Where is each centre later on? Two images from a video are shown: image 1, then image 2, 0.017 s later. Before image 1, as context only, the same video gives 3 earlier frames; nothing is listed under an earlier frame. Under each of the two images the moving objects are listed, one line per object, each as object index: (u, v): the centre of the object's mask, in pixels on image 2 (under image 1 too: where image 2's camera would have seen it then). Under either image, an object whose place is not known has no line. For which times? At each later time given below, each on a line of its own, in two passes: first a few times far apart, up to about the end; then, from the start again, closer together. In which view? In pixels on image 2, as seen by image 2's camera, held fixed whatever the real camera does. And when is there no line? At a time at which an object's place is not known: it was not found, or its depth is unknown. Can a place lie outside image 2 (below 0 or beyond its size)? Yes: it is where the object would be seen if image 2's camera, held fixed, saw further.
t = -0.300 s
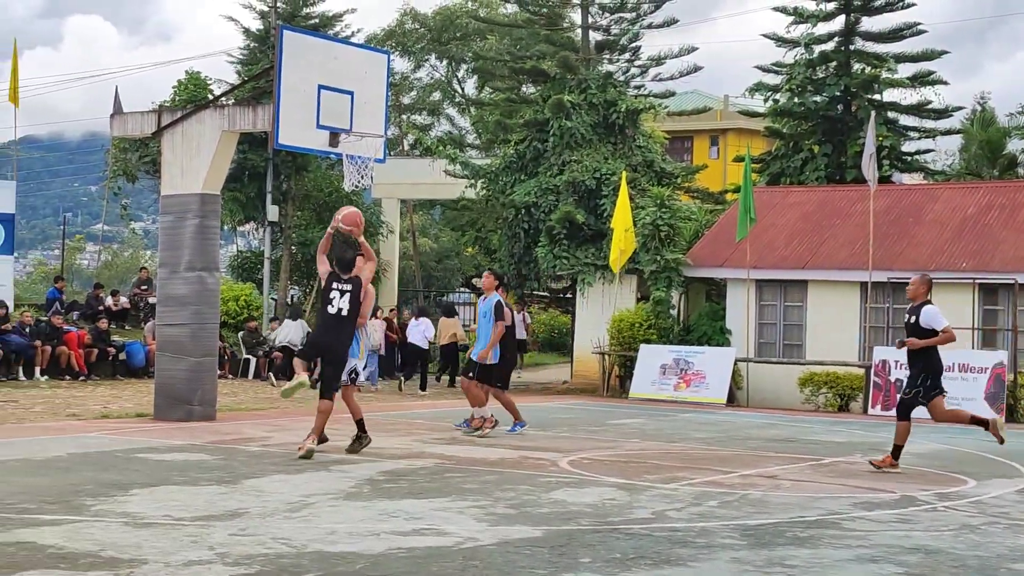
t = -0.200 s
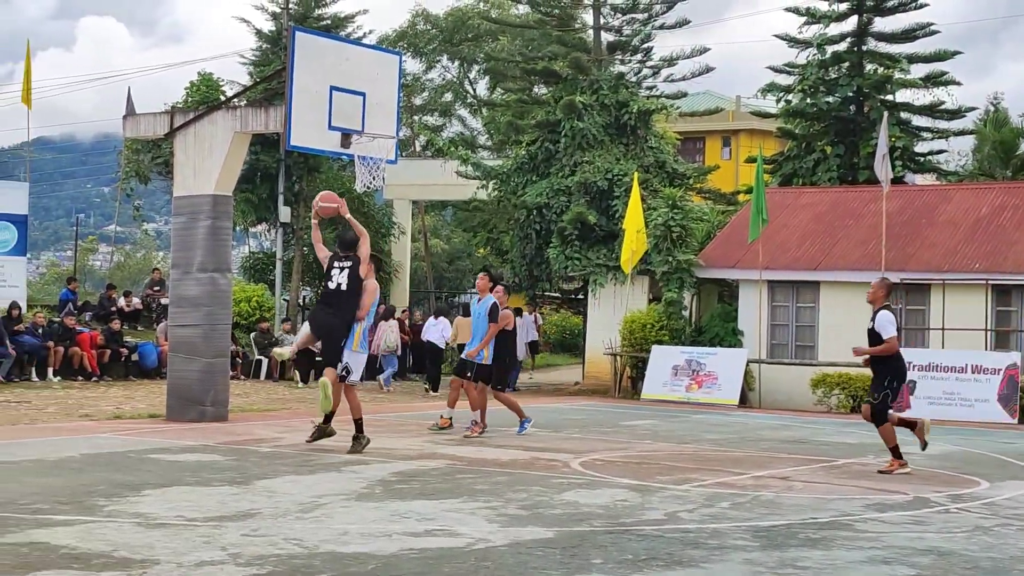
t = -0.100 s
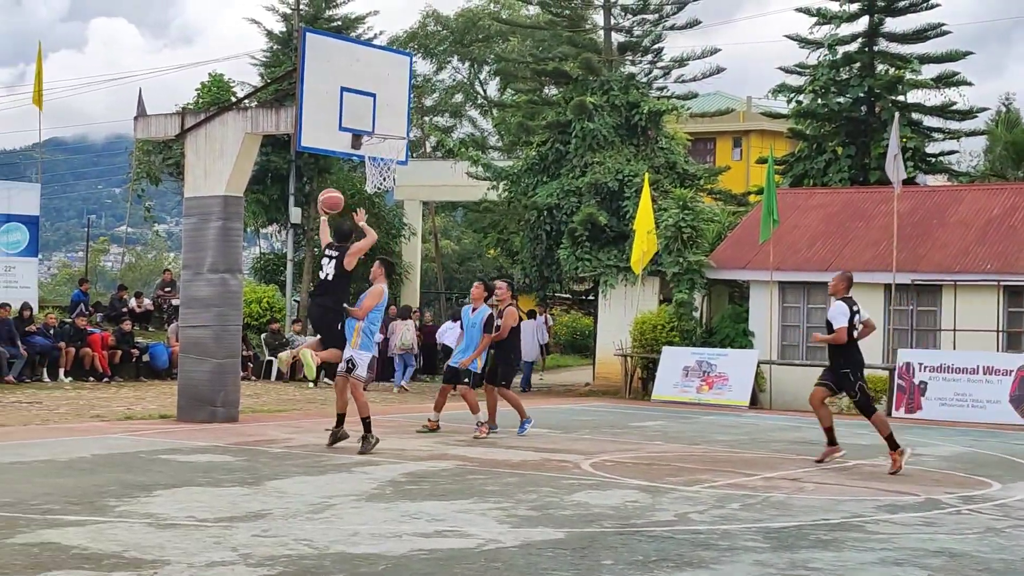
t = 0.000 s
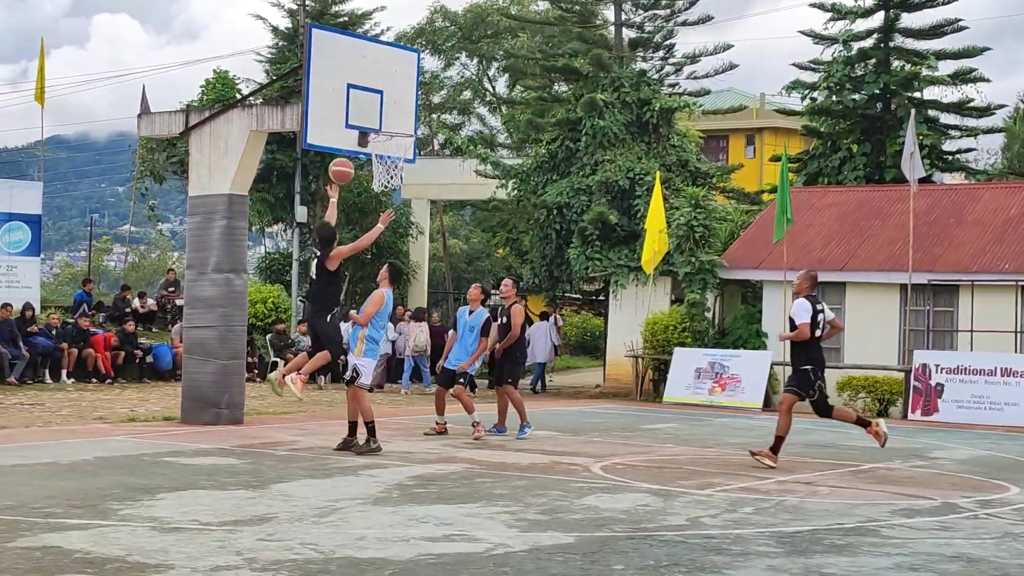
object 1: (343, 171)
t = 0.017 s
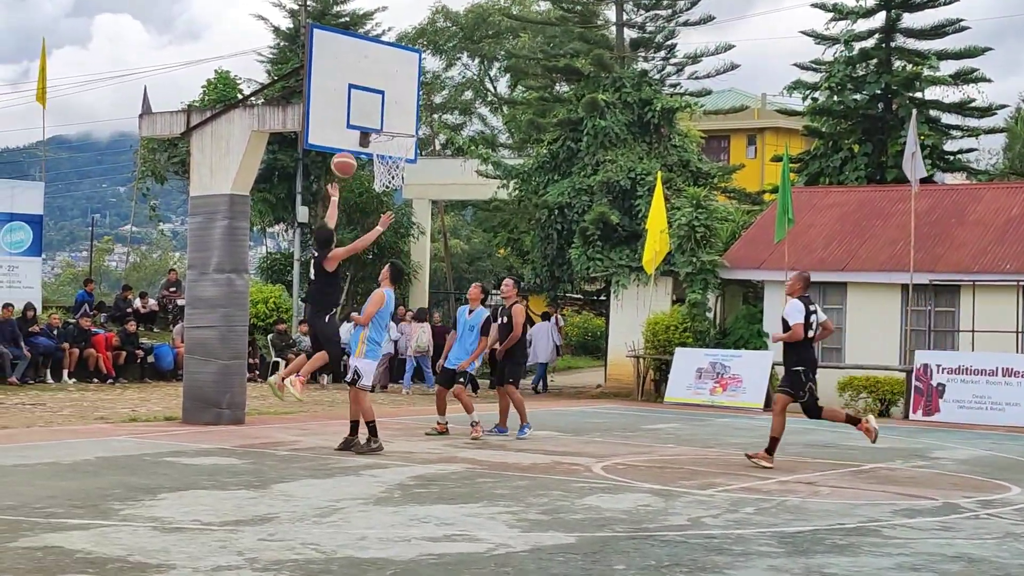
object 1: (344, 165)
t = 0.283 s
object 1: (358, 107)
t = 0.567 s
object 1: (382, 113)
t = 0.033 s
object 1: (345, 159)
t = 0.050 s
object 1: (345, 155)
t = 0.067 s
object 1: (346, 149)
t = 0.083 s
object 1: (347, 144)
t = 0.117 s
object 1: (350, 134)
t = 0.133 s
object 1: (350, 130)
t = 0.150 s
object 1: (351, 127)
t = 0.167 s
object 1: (351, 123)
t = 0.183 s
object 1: (352, 120)
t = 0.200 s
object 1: (353, 117)
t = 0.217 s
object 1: (354, 114)
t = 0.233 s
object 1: (355, 112)
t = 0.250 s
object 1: (356, 111)
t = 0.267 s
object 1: (357, 109)
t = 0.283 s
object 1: (358, 107)
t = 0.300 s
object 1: (359, 106)
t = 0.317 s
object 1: (360, 105)
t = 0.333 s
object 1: (360, 104)
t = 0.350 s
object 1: (361, 104)
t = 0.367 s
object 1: (362, 104)
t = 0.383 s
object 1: (363, 104)
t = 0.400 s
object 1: (363, 105)
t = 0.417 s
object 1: (363, 106)
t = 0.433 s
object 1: (364, 107)
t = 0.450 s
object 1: (366, 107)
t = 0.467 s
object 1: (369, 107)
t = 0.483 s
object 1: (371, 107)
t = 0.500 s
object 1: (373, 108)
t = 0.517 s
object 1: (376, 108)
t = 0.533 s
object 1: (378, 109)
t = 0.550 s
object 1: (380, 111)
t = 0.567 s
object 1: (382, 113)
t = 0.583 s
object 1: (385, 115)
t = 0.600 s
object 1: (387, 117)
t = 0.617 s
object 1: (390, 119)
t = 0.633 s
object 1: (392, 121)
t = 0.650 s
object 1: (395, 123)
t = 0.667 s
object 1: (397, 126)
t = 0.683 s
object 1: (399, 131)
